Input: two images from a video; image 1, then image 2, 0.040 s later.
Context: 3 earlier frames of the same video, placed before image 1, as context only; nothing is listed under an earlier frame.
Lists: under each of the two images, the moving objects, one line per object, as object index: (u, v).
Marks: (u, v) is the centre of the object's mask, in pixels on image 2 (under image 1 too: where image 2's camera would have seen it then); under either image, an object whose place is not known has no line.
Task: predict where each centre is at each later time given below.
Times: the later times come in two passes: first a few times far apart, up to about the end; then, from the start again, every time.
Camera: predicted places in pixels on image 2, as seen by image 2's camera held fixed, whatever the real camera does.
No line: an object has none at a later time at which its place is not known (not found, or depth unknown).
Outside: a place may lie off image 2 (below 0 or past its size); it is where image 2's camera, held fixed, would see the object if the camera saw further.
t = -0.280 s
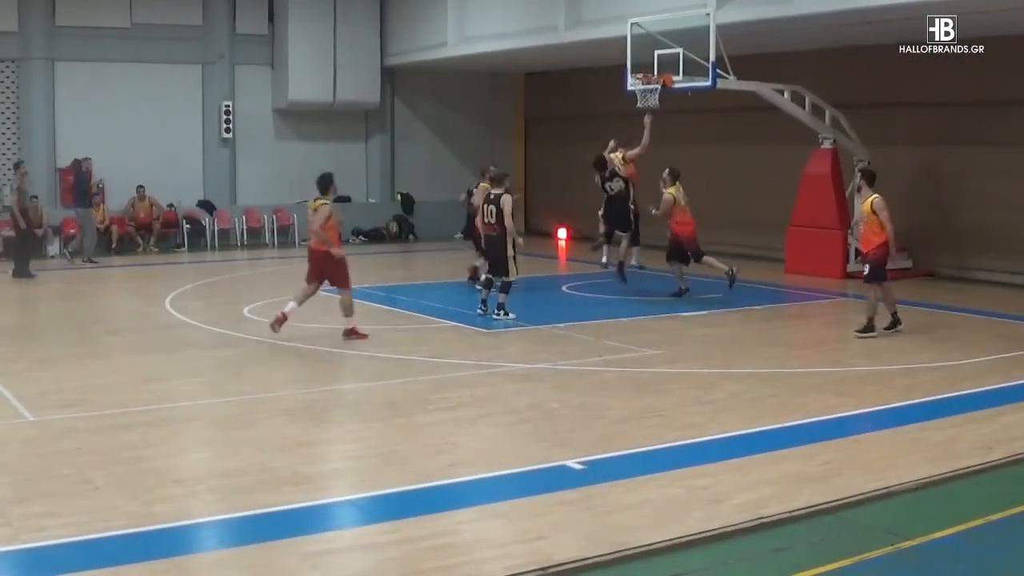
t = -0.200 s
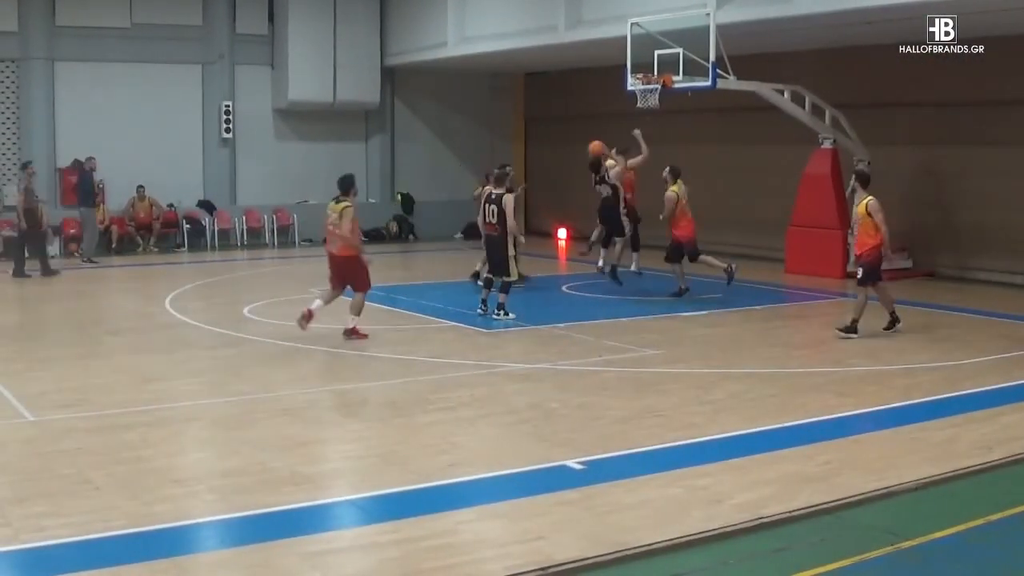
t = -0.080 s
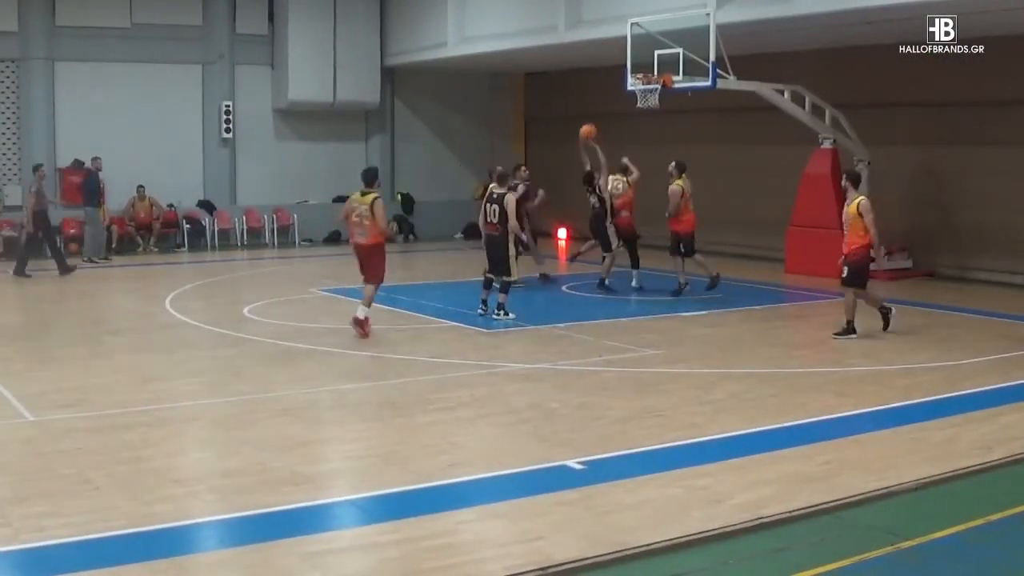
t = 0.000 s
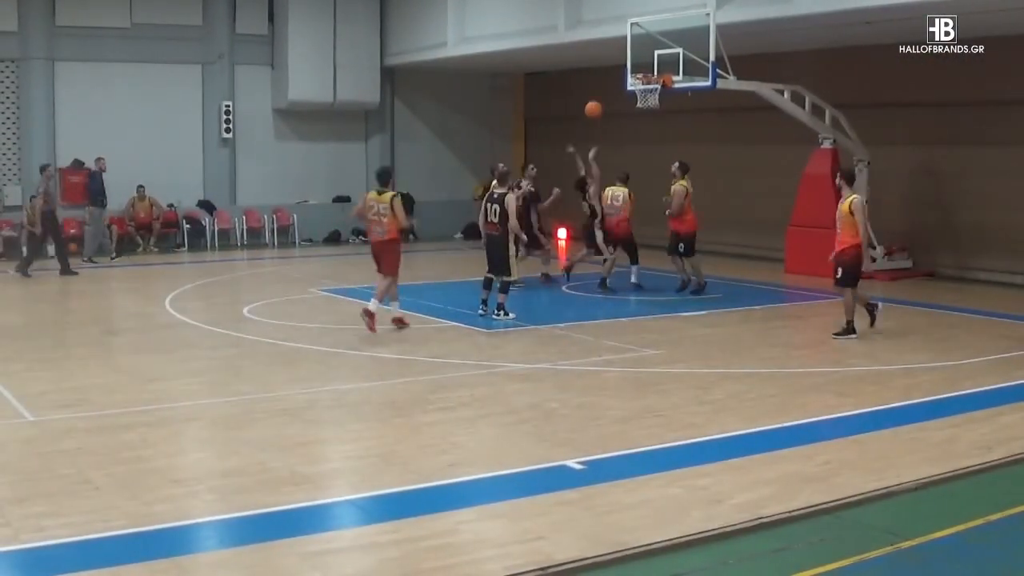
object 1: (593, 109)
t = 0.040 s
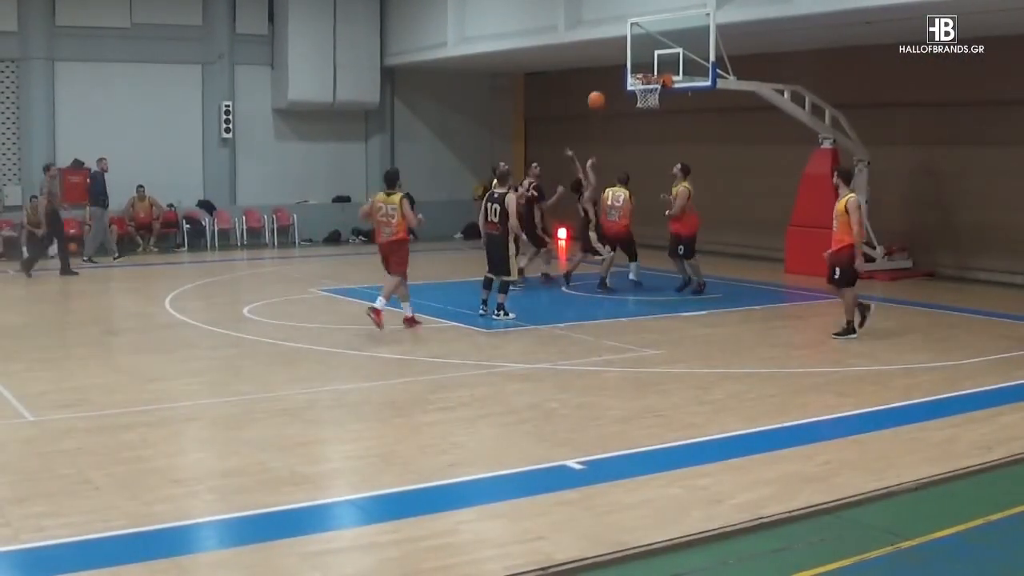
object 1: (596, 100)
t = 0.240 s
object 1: (609, 68)
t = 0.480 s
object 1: (624, 66)
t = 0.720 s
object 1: (640, 109)
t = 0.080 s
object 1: (598, 91)
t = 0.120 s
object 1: (601, 84)
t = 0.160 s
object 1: (604, 77)
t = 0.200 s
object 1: (606, 72)
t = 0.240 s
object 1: (609, 68)
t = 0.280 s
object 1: (612, 65)
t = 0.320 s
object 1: (614, 63)
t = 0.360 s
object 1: (616, 62)
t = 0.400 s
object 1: (618, 63)
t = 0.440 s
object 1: (621, 64)
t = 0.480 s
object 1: (624, 66)
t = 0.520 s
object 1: (627, 71)
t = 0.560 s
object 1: (630, 76)
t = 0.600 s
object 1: (633, 82)
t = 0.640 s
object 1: (635, 89)
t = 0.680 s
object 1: (637, 98)
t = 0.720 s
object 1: (640, 109)
